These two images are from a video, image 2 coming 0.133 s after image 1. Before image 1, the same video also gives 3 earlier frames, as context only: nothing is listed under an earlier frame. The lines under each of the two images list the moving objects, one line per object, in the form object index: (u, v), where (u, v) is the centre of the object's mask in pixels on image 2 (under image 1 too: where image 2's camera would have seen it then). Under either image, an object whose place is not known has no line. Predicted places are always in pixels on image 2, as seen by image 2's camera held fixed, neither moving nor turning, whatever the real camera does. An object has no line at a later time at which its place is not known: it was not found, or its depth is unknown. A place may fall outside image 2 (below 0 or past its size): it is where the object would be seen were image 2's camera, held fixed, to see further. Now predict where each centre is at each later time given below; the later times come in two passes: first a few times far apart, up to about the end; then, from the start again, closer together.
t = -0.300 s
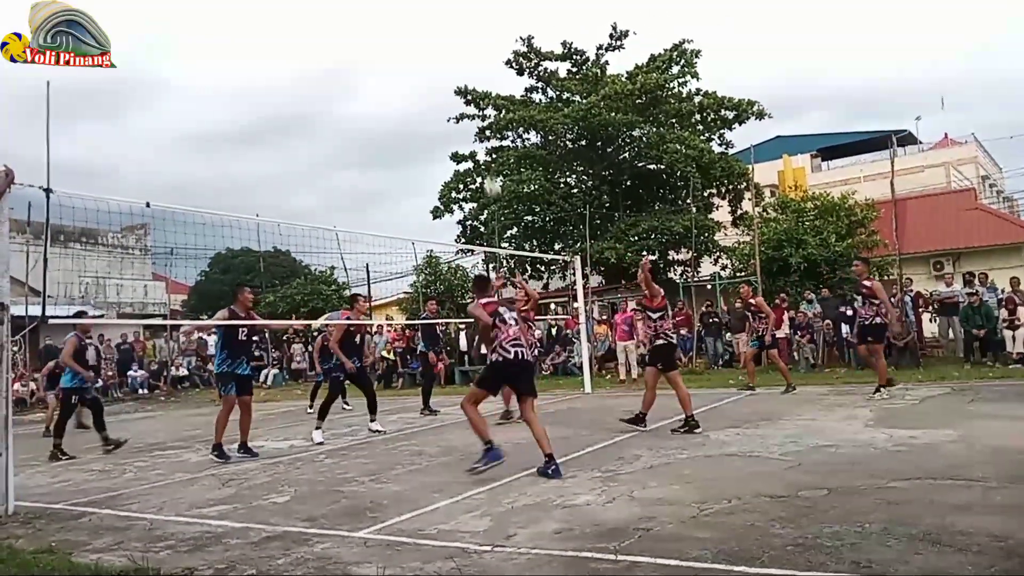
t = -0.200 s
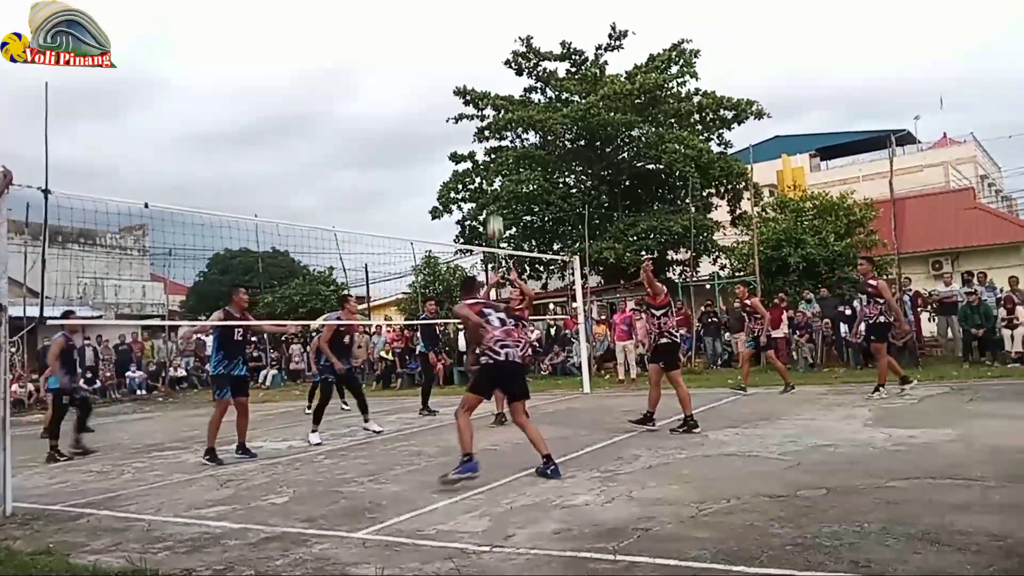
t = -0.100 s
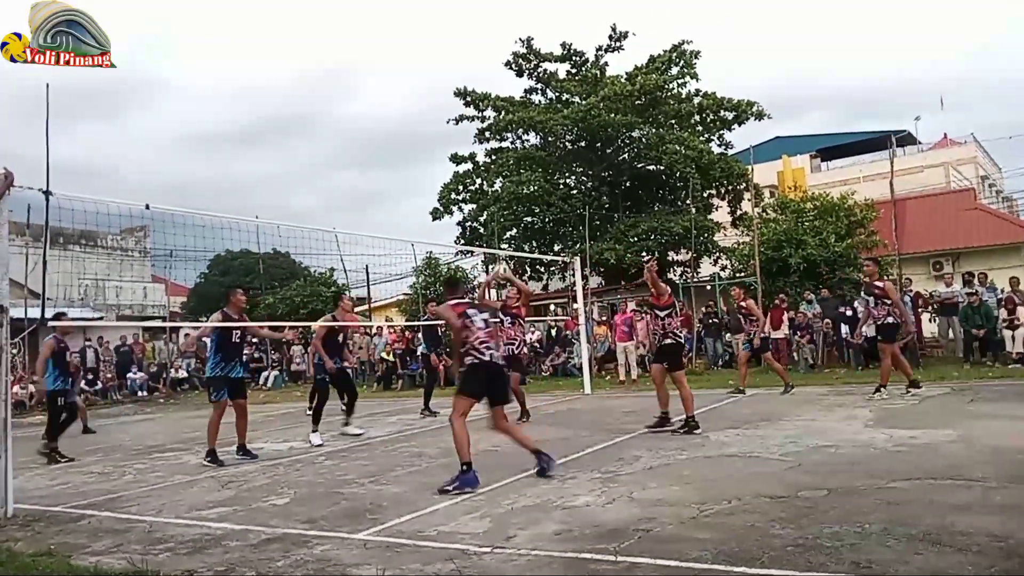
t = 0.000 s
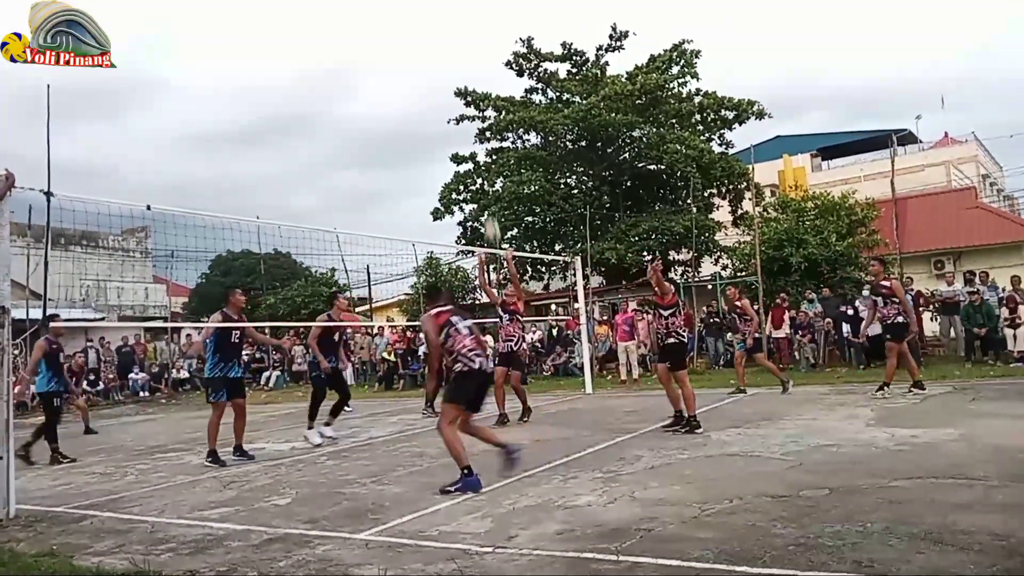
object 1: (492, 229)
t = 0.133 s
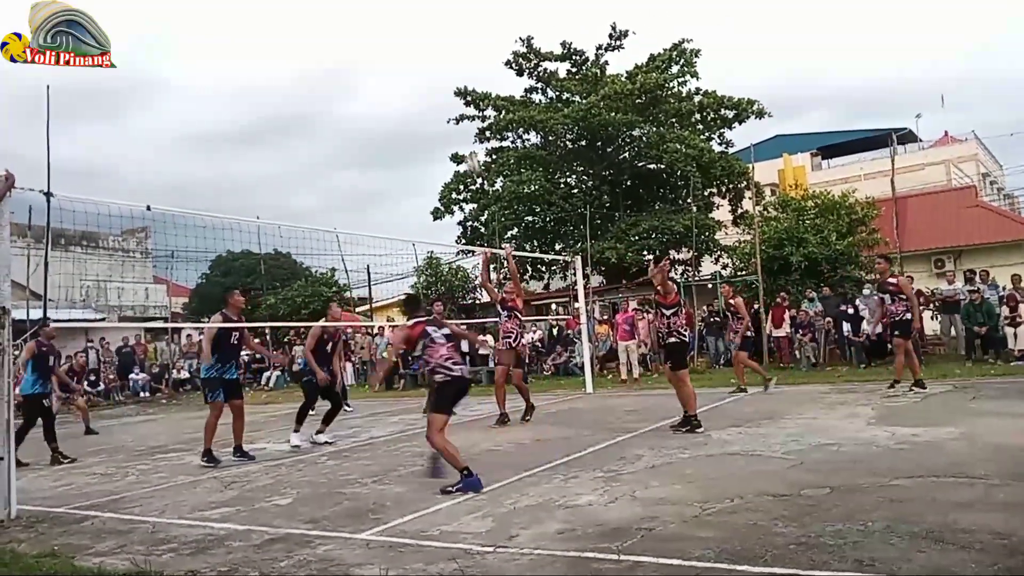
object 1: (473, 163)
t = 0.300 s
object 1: (452, 98)
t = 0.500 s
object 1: (424, 45)
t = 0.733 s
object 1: (396, 21)
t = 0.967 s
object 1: (372, 44)
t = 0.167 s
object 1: (469, 152)
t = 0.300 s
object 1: (452, 98)
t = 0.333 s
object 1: (447, 88)
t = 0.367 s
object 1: (442, 77)
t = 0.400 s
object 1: (438, 68)
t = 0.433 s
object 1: (434, 60)
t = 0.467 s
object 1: (430, 52)
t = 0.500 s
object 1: (424, 45)
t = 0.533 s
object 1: (420, 39)
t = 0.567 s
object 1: (417, 34)
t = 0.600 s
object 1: (414, 29)
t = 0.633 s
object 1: (410, 26)
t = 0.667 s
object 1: (405, 23)
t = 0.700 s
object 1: (400, 21)
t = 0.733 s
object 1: (396, 21)
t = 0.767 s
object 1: (392, 21)
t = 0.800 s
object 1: (390, 23)
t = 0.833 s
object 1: (387, 26)
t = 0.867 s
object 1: (382, 29)
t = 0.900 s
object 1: (377, 33)
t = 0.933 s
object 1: (375, 38)
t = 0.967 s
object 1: (372, 44)
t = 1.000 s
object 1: (368, 52)
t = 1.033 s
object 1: (364, 61)
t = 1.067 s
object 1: (361, 71)
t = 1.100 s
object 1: (357, 82)
